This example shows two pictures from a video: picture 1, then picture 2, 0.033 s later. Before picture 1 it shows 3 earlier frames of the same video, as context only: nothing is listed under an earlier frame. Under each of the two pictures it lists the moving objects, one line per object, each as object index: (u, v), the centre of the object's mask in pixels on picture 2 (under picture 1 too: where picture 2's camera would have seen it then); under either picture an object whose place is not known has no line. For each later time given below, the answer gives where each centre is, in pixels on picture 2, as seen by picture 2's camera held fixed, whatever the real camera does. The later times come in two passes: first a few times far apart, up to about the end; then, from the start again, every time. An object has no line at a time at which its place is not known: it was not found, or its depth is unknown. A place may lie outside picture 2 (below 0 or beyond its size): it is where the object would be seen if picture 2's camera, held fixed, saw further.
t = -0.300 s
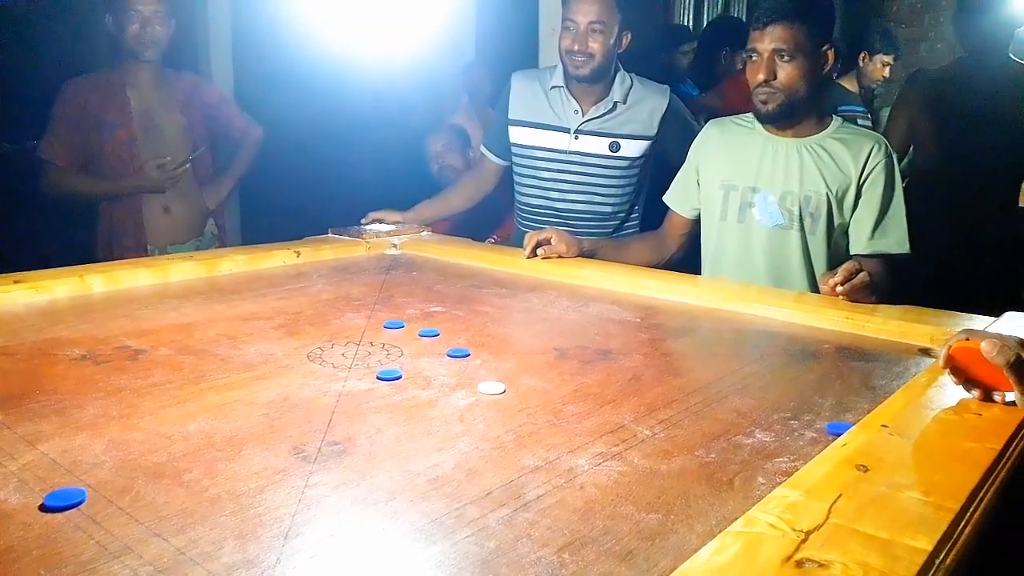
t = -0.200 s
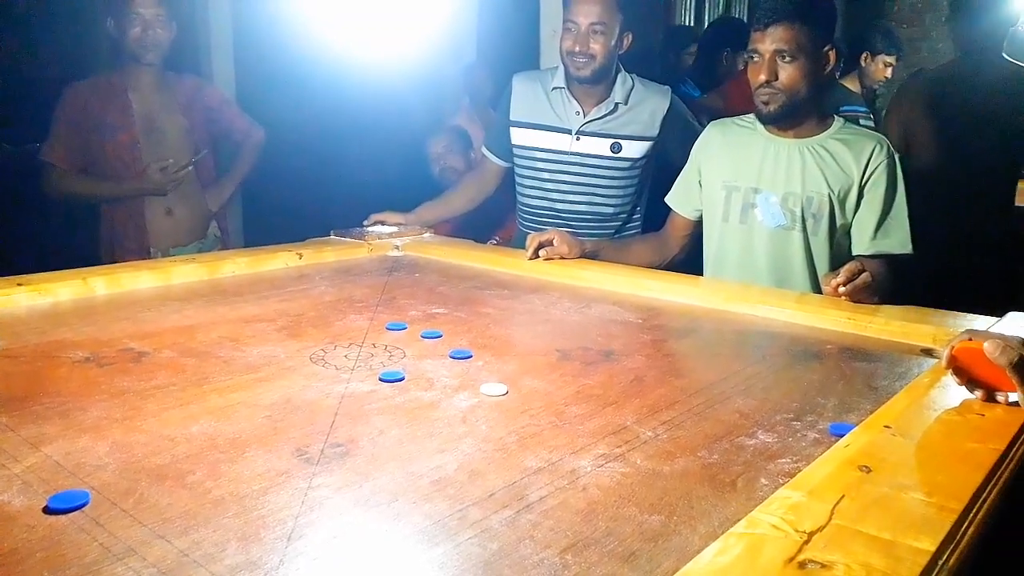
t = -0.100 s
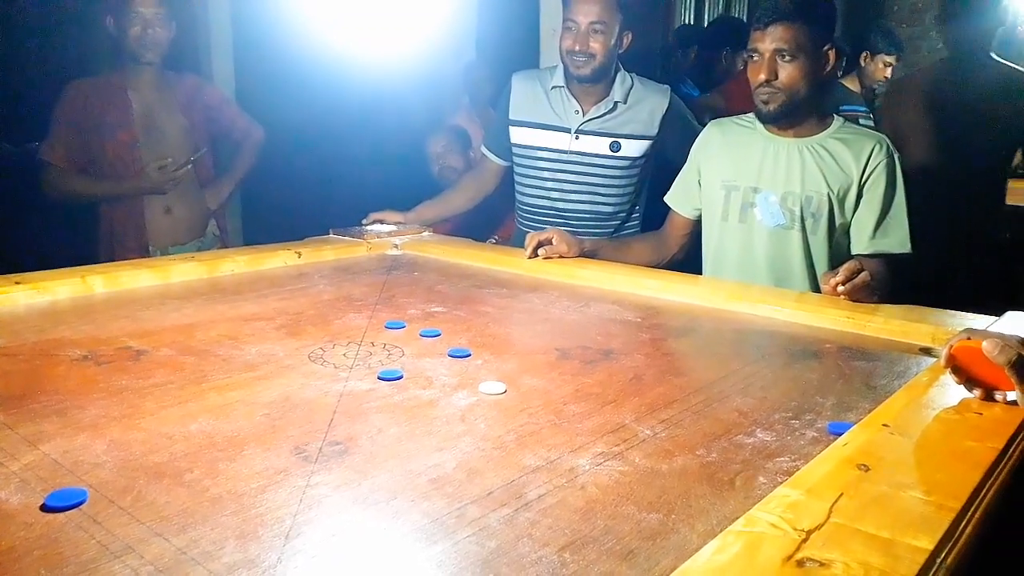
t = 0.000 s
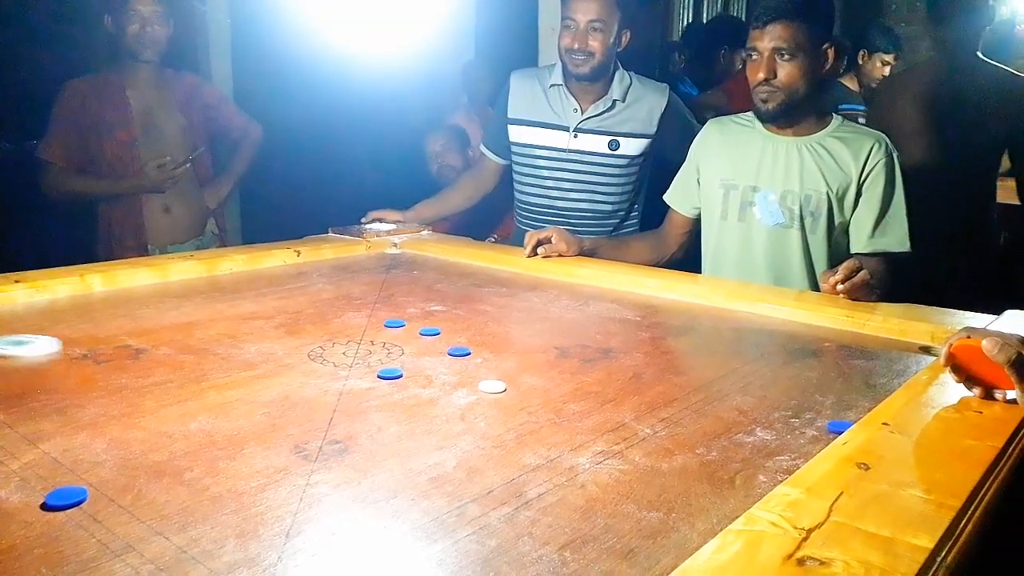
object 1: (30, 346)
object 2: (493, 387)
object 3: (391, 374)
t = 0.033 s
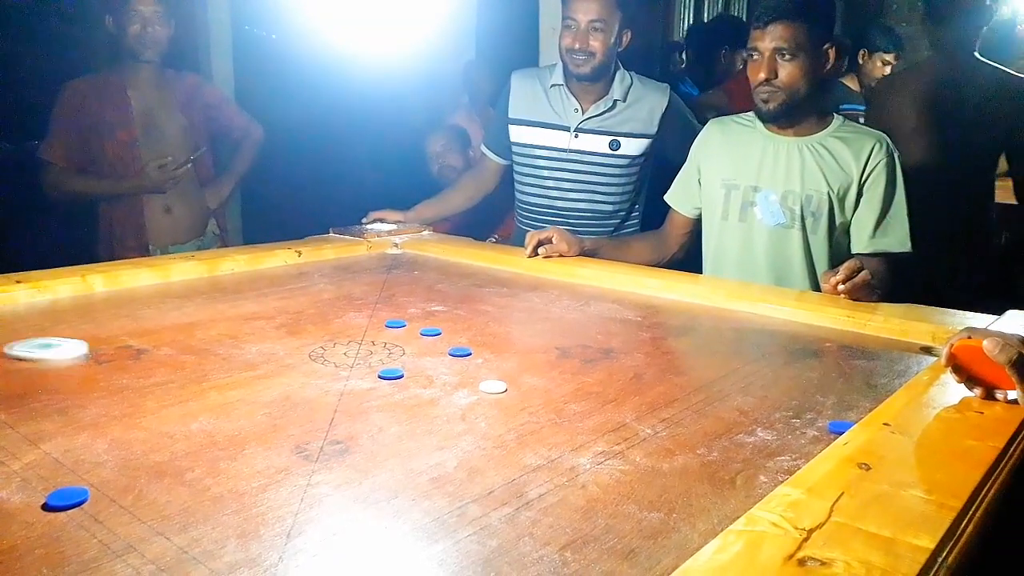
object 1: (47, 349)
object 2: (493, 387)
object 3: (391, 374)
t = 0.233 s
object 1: (203, 365)
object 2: (493, 387)
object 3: (391, 374)
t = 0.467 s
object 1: (385, 382)
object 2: (493, 387)
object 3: (453, 367)
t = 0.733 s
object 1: (550, 407)
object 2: (634, 374)
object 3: (688, 344)
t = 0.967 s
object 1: (684, 430)
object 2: (793, 359)
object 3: (834, 333)
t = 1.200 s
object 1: (780, 442)
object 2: (894, 366)
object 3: (829, 341)
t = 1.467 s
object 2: (753, 348)
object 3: (805, 329)
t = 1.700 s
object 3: (785, 322)
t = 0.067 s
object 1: (71, 352)
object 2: (493, 387)
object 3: (391, 374)
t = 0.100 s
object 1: (97, 354)
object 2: (493, 387)
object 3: (391, 374)
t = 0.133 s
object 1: (124, 357)
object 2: (493, 387)
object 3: (391, 374)
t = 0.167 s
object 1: (149, 359)
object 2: (493, 387)
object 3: (391, 374)
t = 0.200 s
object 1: (176, 362)
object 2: (493, 387)
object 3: (391, 374)
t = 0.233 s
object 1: (203, 365)
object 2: (493, 387)
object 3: (391, 374)
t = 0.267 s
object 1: (229, 367)
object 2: (493, 387)
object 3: (391, 374)
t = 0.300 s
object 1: (257, 370)
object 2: (493, 387)
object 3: (391, 374)
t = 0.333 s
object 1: (284, 372)
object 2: (493, 387)
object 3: (391, 374)
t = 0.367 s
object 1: (311, 374)
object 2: (493, 387)
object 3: (391, 374)
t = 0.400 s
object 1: (339, 377)
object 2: (493, 387)
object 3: (392, 373)
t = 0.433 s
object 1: (362, 380)
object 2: (493, 387)
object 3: (414, 371)
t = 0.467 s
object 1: (385, 382)
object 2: (493, 387)
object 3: (453, 367)
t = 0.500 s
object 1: (409, 385)
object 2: (493, 387)
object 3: (487, 364)
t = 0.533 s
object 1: (430, 388)
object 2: (493, 387)
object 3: (518, 360)
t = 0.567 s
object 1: (451, 391)
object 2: (503, 386)
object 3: (550, 357)
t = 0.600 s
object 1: (472, 394)
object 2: (528, 383)
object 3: (580, 354)
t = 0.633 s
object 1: (491, 397)
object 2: (555, 381)
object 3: (607, 352)
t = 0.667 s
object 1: (513, 401)
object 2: (583, 379)
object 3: (635, 349)
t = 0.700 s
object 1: (530, 404)
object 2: (610, 376)
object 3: (663, 346)
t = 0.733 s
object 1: (550, 407)
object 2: (634, 374)
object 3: (688, 344)
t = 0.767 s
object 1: (570, 411)
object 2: (660, 372)
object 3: (713, 342)
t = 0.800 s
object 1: (588, 414)
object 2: (685, 370)
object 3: (738, 339)
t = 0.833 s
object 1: (608, 417)
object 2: (707, 368)
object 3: (761, 337)
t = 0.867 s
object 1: (627, 420)
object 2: (730, 365)
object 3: (783, 334)
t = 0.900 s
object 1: (646, 423)
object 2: (752, 363)
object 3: (804, 332)
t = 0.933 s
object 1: (666, 427)
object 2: (772, 361)
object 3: (825, 330)
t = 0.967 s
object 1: (684, 430)
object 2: (793, 359)
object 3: (834, 333)
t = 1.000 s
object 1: (703, 433)
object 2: (812, 357)
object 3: (837, 338)
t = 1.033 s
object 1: (723, 436)
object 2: (831, 355)
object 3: (840, 343)
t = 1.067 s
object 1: (740, 439)
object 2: (850, 355)
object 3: (842, 346)
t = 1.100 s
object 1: (758, 442)
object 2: (873, 359)
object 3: (840, 346)
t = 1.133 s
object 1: (775, 444)
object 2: (897, 365)
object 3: (837, 344)
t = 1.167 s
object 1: (785, 445)
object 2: (909, 368)
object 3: (833, 342)
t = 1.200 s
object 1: (780, 442)
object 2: (894, 366)
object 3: (829, 341)
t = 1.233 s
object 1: (771, 439)
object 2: (873, 364)
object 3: (827, 339)
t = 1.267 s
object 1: (763, 435)
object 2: (853, 361)
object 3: (823, 338)
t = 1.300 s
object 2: (836, 359)
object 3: (820, 336)
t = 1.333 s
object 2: (818, 356)
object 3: (817, 334)
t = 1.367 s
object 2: (801, 354)
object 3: (813, 333)
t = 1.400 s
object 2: (785, 352)
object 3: (810, 332)
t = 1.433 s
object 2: (769, 350)
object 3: (807, 331)
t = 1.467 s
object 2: (753, 348)
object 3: (805, 329)
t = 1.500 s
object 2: (738, 346)
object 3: (802, 327)
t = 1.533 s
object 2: (724, 344)
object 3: (799, 326)
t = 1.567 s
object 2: (711, 343)
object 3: (797, 325)
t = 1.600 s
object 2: (697, 341)
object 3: (795, 324)
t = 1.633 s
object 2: (684, 339)
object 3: (792, 323)
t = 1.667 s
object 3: (788, 322)
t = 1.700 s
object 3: (785, 322)
